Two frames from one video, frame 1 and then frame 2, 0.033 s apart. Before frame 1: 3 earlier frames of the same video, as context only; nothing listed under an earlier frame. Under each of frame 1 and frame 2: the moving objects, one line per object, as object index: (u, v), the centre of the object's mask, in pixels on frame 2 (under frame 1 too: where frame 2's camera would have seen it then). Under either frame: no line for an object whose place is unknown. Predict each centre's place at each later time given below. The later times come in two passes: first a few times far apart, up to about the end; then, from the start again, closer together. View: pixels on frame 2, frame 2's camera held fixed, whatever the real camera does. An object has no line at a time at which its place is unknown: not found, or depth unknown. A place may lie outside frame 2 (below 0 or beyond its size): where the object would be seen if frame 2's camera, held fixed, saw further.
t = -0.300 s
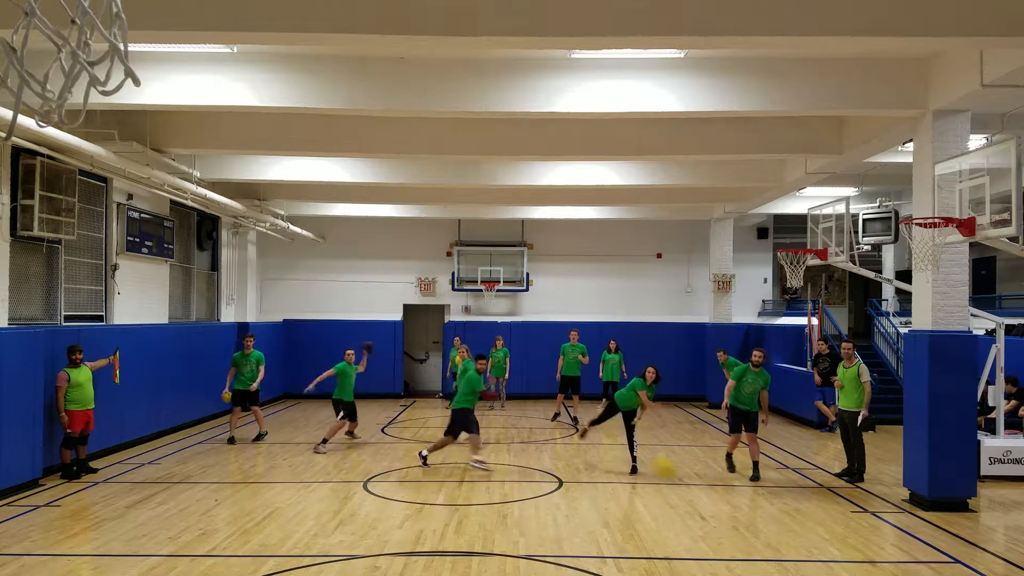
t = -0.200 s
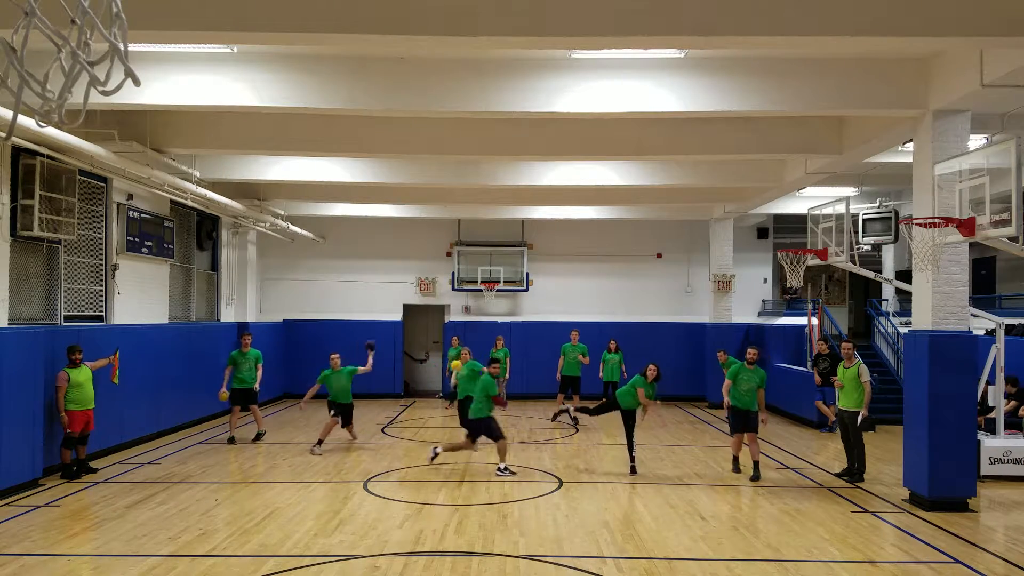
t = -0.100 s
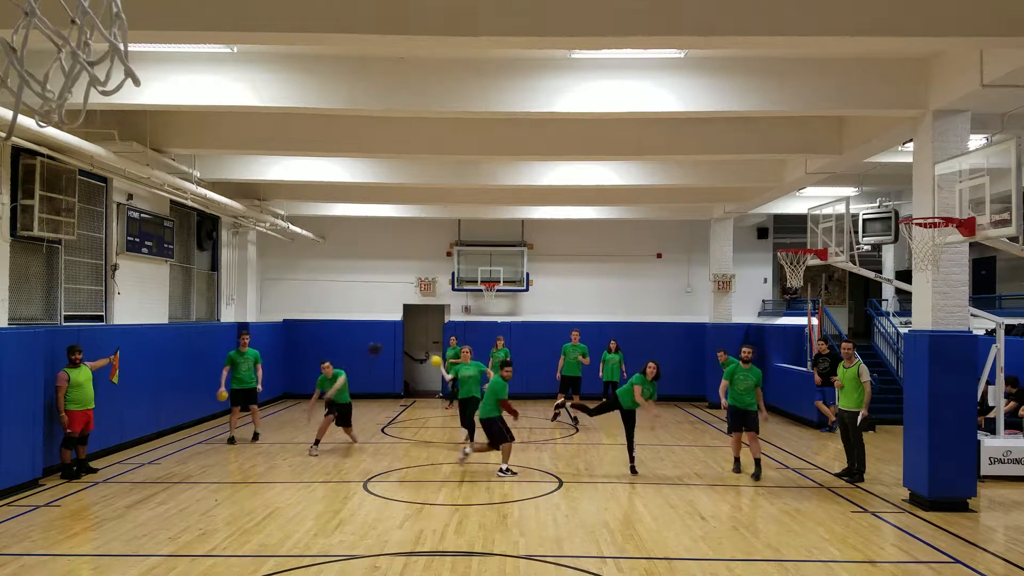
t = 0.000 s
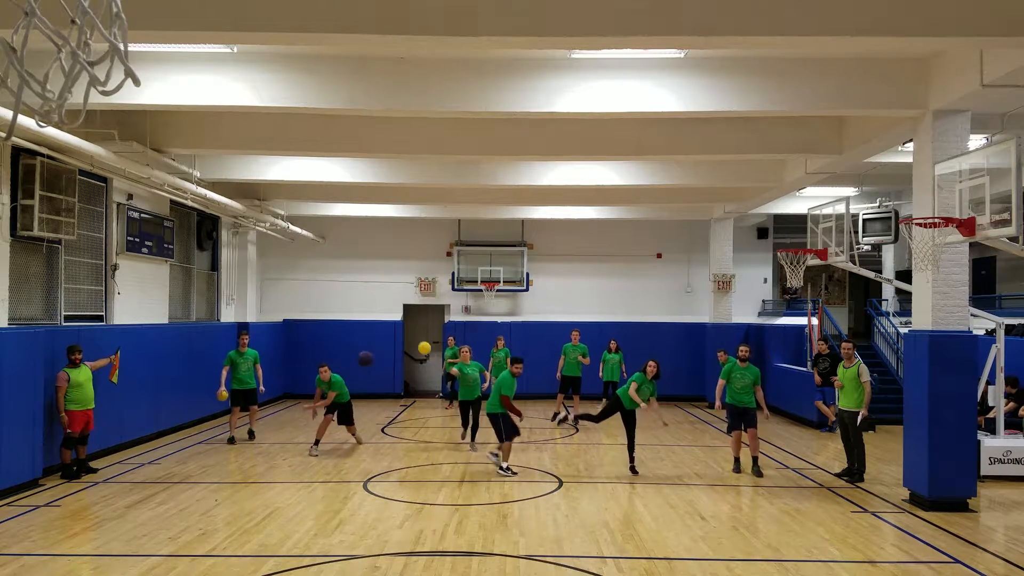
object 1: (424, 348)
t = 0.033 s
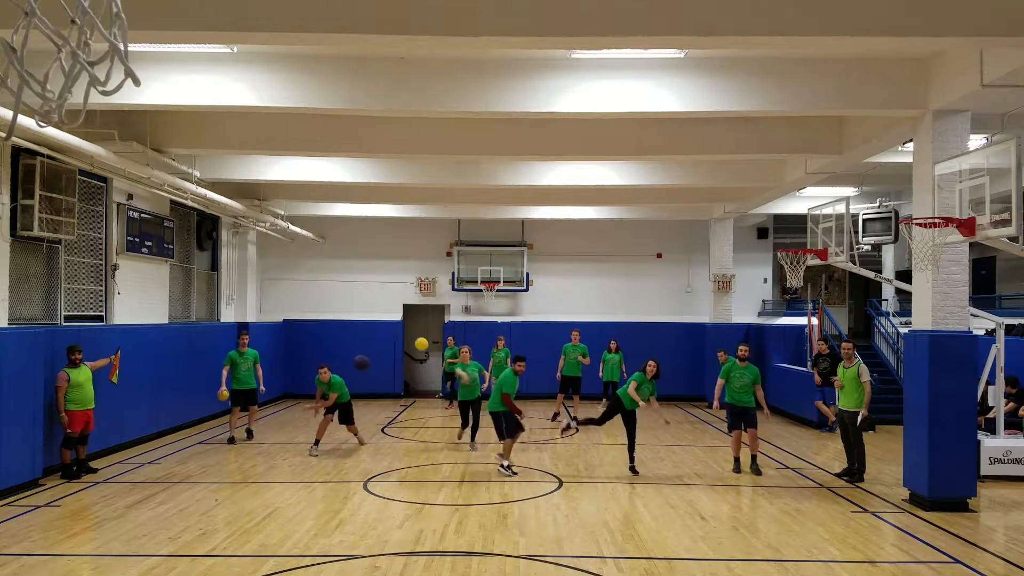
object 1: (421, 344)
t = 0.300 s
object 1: (379, 326)
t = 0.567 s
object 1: (242, 378)
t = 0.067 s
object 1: (418, 340)
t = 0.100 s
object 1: (415, 337)
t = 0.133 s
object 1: (411, 333)
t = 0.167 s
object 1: (406, 331)
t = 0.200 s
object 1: (400, 328)
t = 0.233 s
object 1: (394, 327)
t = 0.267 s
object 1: (387, 326)
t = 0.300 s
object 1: (379, 326)
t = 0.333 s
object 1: (370, 326)
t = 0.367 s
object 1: (360, 327)
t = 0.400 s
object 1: (348, 330)
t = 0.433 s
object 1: (334, 334)
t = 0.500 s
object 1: (297, 349)
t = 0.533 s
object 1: (274, 361)
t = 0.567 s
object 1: (242, 378)
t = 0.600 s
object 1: (206, 401)
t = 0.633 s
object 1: (158, 431)
